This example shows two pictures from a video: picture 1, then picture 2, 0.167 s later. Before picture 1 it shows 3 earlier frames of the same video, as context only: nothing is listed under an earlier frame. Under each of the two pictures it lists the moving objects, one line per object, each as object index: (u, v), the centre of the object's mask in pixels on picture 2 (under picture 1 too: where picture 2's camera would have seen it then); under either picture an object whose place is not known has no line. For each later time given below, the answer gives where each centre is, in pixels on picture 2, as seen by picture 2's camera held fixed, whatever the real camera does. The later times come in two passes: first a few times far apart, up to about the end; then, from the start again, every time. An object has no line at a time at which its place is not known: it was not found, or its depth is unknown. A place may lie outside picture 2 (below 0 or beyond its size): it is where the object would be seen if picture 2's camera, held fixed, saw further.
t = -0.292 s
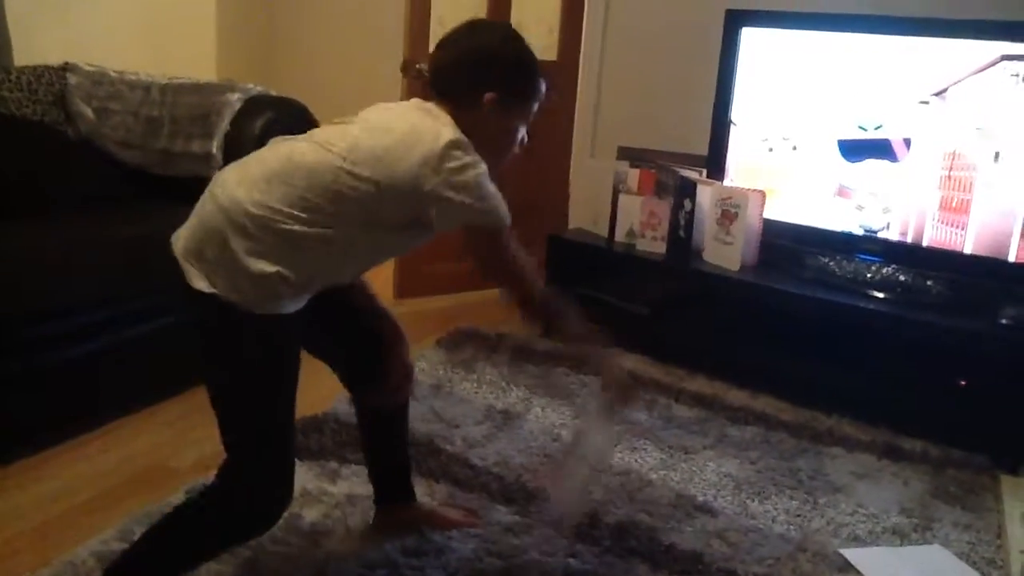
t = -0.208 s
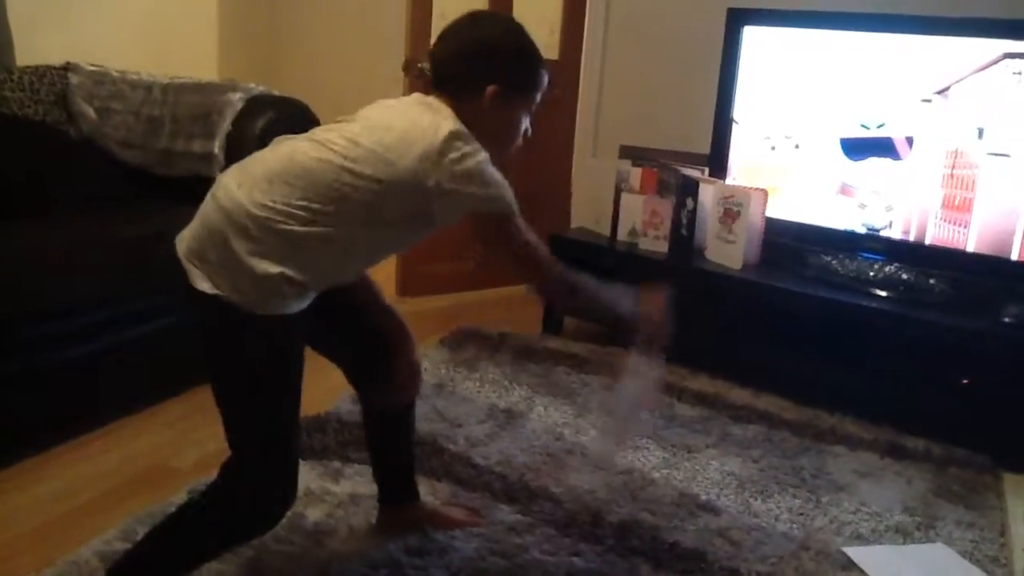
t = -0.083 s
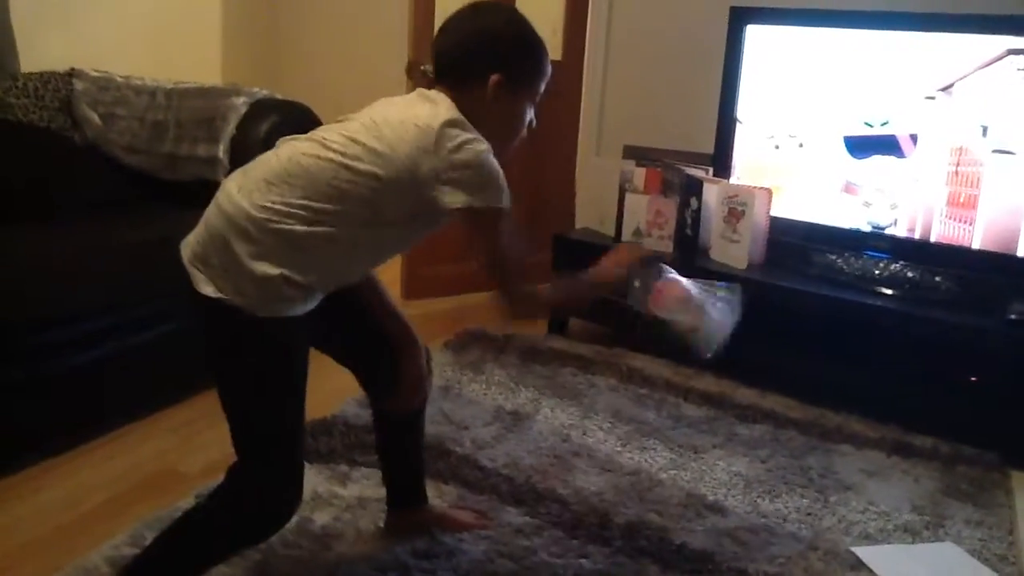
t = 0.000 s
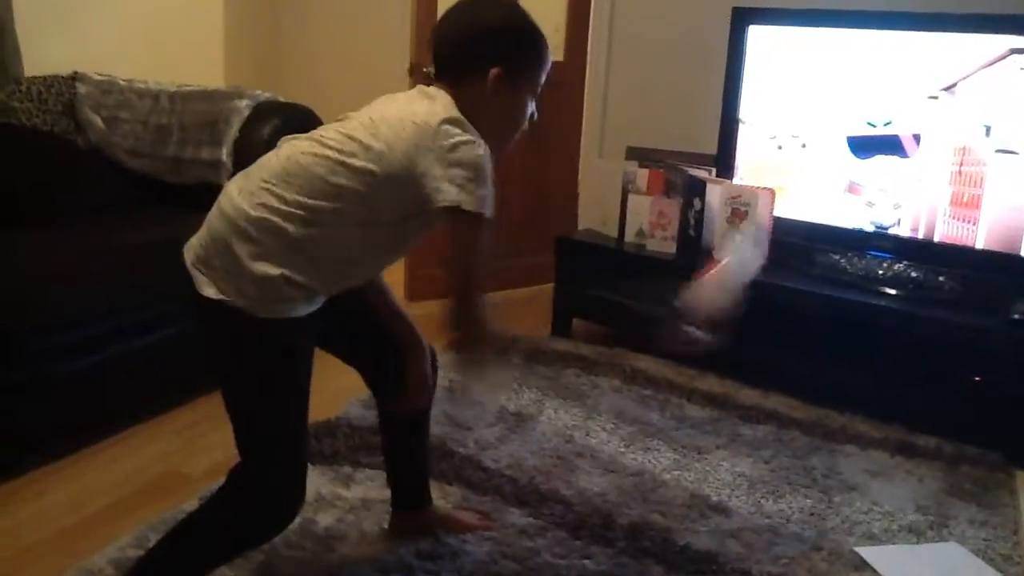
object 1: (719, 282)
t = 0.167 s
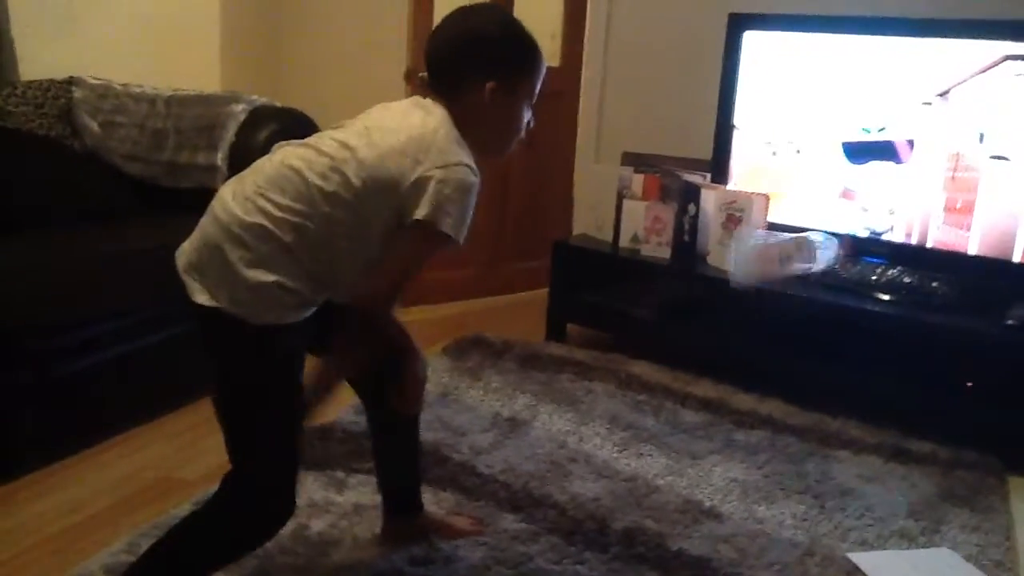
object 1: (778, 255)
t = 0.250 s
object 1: (787, 292)
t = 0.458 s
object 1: (781, 450)
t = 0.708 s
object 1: (751, 467)
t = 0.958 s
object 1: (730, 482)
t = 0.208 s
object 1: (783, 270)
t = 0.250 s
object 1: (787, 292)
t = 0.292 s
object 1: (788, 325)
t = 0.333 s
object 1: (790, 359)
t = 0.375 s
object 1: (790, 402)
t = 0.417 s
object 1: (785, 445)
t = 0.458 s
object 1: (781, 450)
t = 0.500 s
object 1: (777, 448)
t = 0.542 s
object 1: (773, 449)
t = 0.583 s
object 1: (766, 452)
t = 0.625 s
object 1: (761, 453)
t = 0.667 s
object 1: (756, 457)
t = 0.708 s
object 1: (751, 467)
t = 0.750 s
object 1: (732, 472)
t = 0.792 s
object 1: (725, 480)
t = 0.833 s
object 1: (727, 481)
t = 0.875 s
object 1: (727, 482)
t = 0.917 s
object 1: (729, 483)
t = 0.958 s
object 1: (730, 482)
